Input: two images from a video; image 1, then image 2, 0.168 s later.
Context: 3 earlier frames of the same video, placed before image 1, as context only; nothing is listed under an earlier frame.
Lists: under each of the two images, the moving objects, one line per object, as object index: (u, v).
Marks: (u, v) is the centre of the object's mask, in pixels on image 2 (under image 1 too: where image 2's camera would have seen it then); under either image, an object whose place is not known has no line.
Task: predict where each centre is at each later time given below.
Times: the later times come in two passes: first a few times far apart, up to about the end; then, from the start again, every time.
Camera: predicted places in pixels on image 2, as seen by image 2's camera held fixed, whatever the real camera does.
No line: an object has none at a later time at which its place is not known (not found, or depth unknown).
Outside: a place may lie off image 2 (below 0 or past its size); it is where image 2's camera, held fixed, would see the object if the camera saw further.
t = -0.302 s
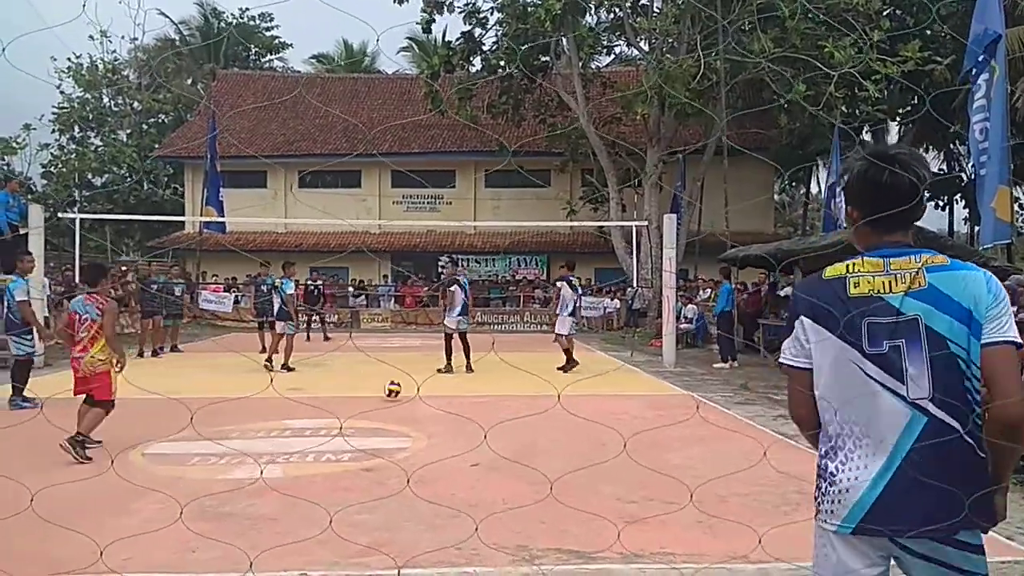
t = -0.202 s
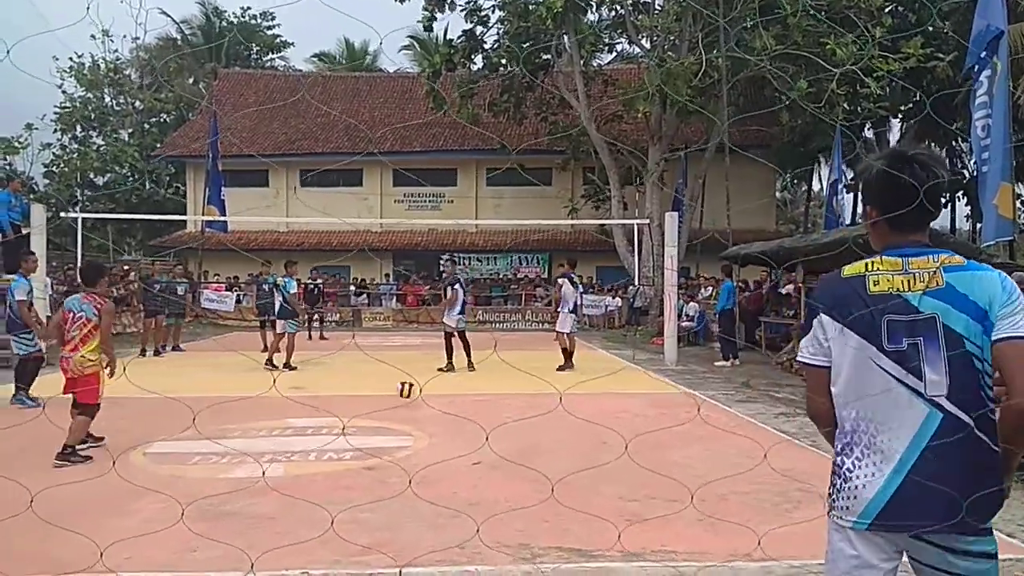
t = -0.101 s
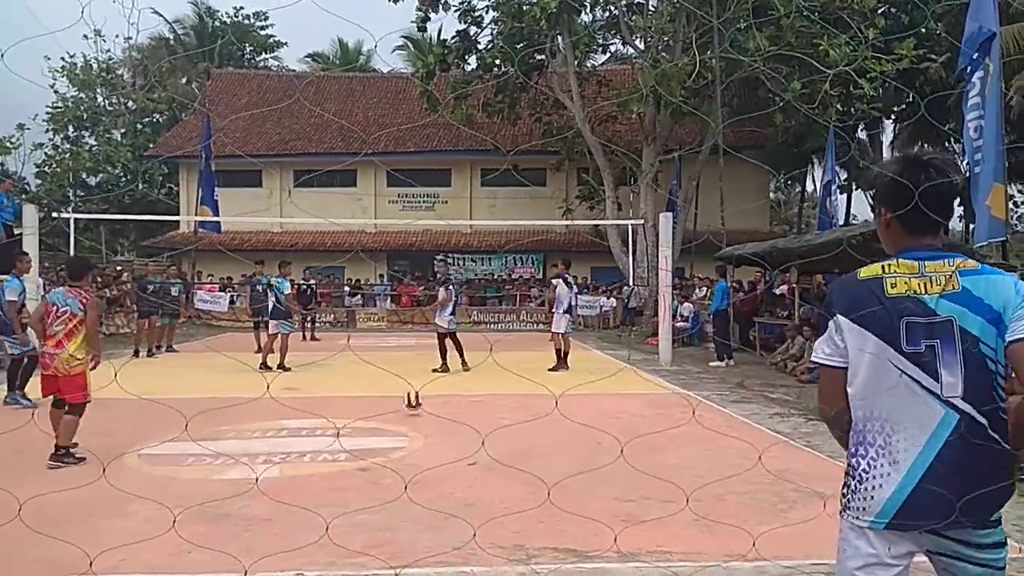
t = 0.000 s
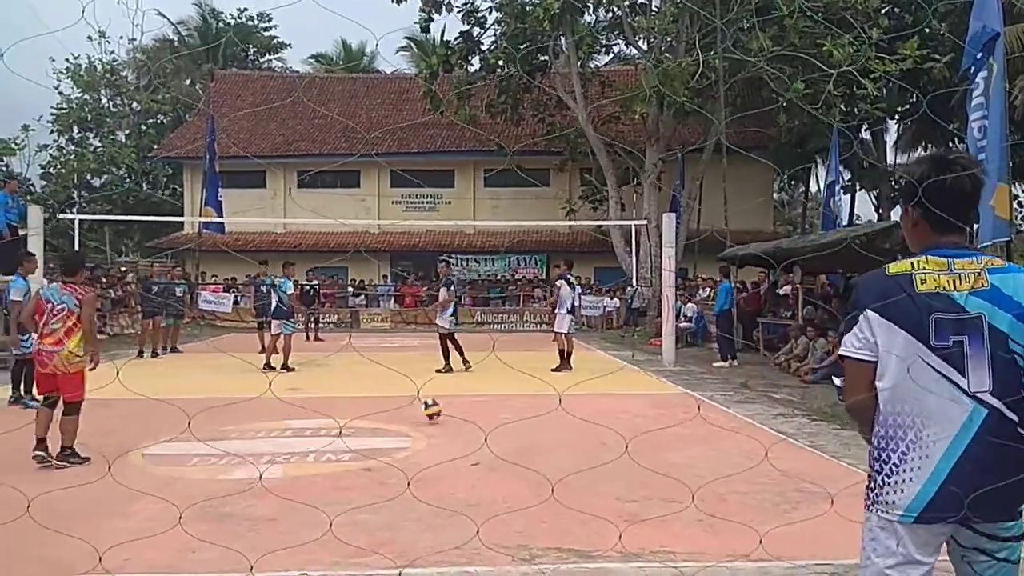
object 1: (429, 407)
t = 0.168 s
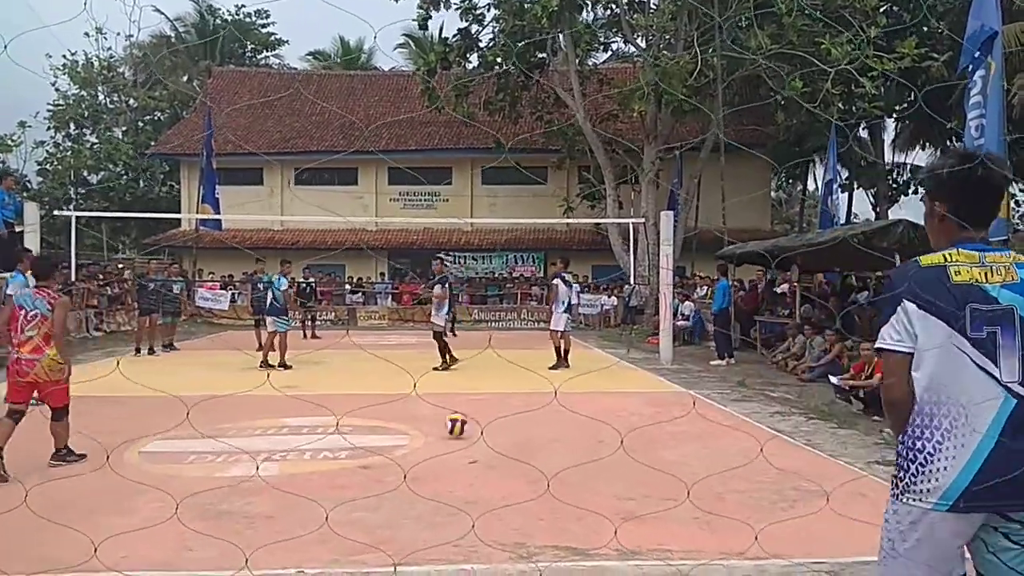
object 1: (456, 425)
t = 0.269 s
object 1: (476, 436)
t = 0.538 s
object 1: (545, 472)
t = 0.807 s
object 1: (650, 534)
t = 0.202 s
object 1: (464, 431)
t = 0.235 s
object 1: (469, 433)
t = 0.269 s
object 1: (476, 436)
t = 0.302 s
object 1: (484, 441)
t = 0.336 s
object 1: (491, 448)
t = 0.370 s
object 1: (499, 450)
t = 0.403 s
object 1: (507, 453)
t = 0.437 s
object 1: (516, 457)
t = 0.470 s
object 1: (525, 464)
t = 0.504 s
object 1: (535, 469)
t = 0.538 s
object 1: (545, 472)
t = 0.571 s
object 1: (556, 476)
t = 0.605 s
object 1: (566, 482)
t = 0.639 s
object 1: (578, 492)
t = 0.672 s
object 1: (590, 504)
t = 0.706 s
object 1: (605, 506)
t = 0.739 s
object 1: (620, 512)
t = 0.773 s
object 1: (635, 521)
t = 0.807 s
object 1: (650, 534)
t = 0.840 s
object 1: (668, 547)
